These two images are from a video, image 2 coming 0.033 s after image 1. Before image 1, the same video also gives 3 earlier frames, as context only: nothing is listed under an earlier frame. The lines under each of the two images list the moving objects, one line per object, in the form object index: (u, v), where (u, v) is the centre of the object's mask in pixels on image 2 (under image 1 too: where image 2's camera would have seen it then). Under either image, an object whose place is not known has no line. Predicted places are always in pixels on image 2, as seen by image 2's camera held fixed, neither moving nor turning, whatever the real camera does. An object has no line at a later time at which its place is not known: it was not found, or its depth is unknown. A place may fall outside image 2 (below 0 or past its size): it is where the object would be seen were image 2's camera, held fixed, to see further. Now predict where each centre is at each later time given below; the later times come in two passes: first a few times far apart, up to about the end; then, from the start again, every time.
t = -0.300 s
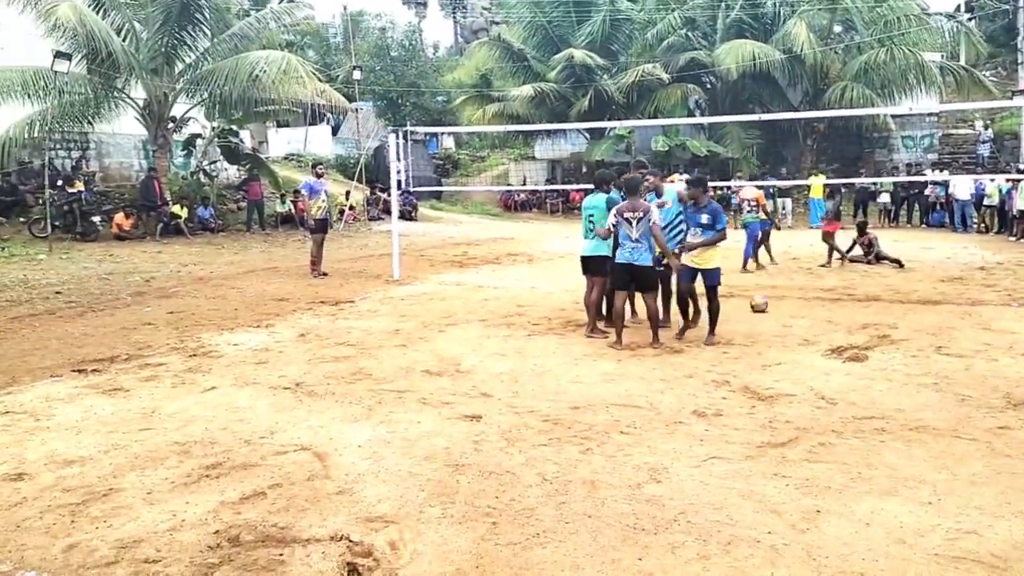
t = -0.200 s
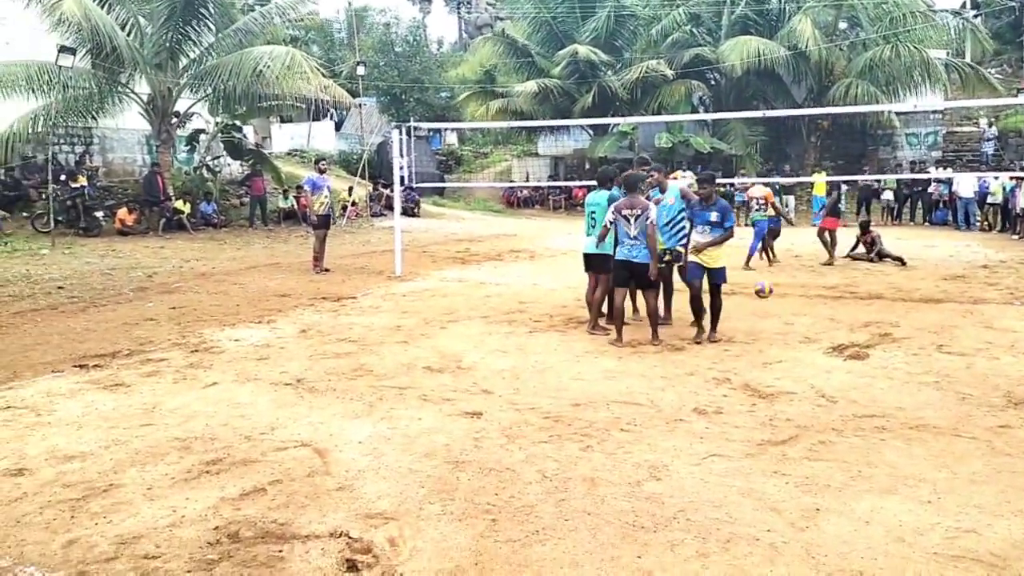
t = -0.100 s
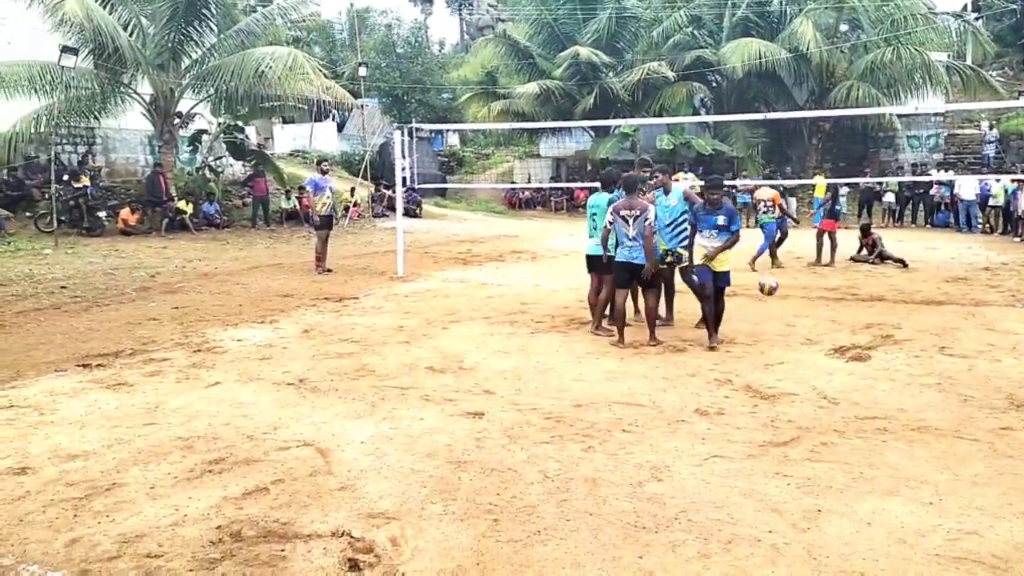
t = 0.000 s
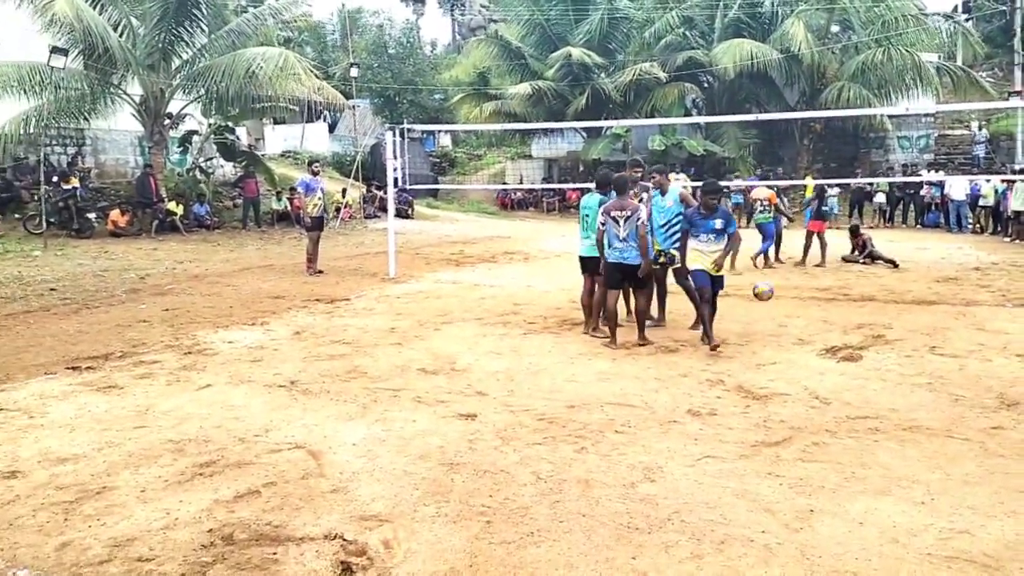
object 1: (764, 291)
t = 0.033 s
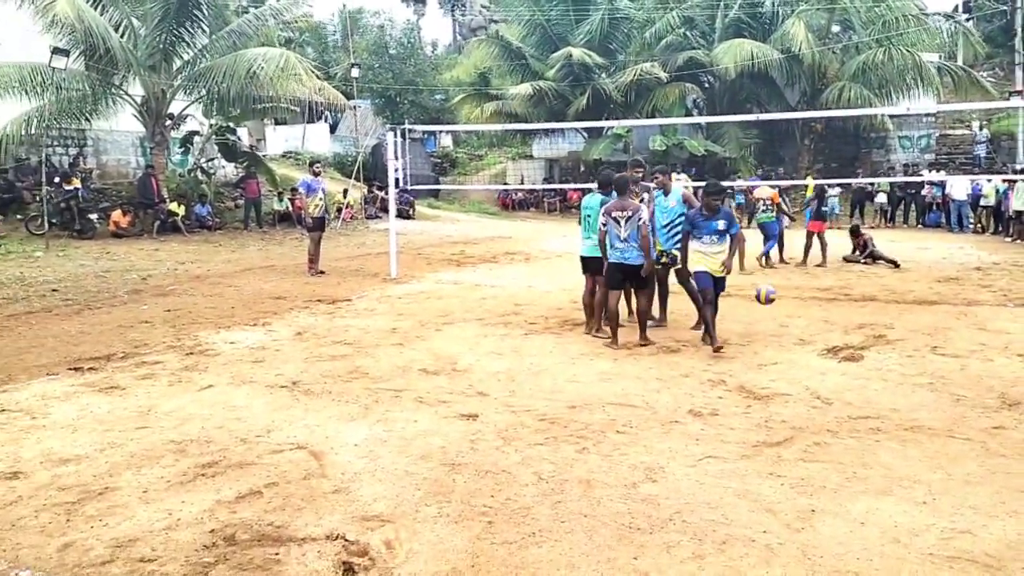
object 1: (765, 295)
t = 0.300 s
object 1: (776, 336)
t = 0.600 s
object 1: (792, 350)
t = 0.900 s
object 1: (813, 402)
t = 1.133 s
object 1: (835, 474)
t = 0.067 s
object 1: (767, 300)
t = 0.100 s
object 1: (768, 305)
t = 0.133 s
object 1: (769, 313)
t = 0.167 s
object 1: (770, 322)
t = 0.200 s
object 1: (772, 332)
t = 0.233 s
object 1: (773, 344)
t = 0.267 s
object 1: (774, 342)
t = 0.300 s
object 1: (776, 336)
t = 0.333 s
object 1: (777, 333)
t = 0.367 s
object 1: (779, 329)
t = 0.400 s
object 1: (780, 328)
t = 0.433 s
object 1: (782, 328)
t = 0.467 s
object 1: (784, 329)
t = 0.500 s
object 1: (786, 331)
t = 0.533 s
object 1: (788, 335)
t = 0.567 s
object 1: (789, 341)
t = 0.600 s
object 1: (792, 350)
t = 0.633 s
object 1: (794, 358)
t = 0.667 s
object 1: (797, 371)
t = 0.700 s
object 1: (798, 383)
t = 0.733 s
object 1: (801, 400)
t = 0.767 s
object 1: (803, 408)
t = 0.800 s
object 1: (805, 403)
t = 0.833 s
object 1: (808, 402)
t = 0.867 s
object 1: (810, 401)
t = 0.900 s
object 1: (813, 402)
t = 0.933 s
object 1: (816, 405)
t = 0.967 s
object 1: (818, 409)
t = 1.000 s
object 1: (821, 416)
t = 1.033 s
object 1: (825, 426)
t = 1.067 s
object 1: (827, 439)
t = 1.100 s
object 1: (832, 454)
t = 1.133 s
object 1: (835, 474)
